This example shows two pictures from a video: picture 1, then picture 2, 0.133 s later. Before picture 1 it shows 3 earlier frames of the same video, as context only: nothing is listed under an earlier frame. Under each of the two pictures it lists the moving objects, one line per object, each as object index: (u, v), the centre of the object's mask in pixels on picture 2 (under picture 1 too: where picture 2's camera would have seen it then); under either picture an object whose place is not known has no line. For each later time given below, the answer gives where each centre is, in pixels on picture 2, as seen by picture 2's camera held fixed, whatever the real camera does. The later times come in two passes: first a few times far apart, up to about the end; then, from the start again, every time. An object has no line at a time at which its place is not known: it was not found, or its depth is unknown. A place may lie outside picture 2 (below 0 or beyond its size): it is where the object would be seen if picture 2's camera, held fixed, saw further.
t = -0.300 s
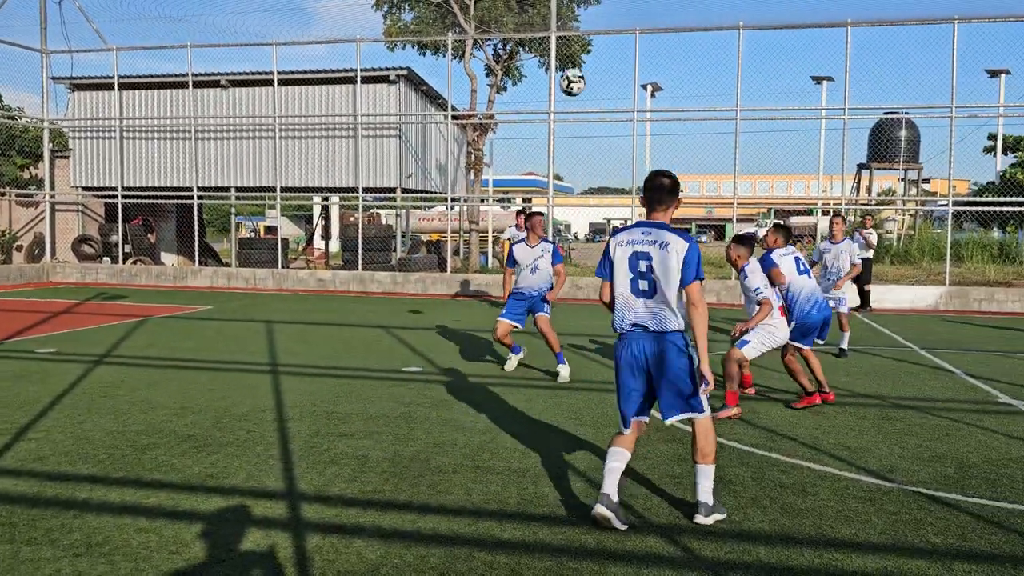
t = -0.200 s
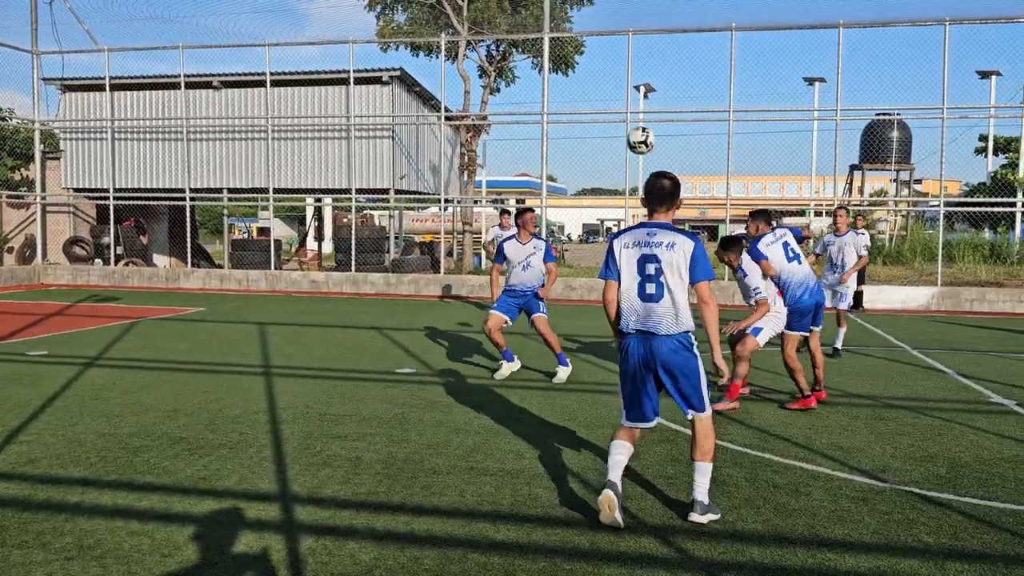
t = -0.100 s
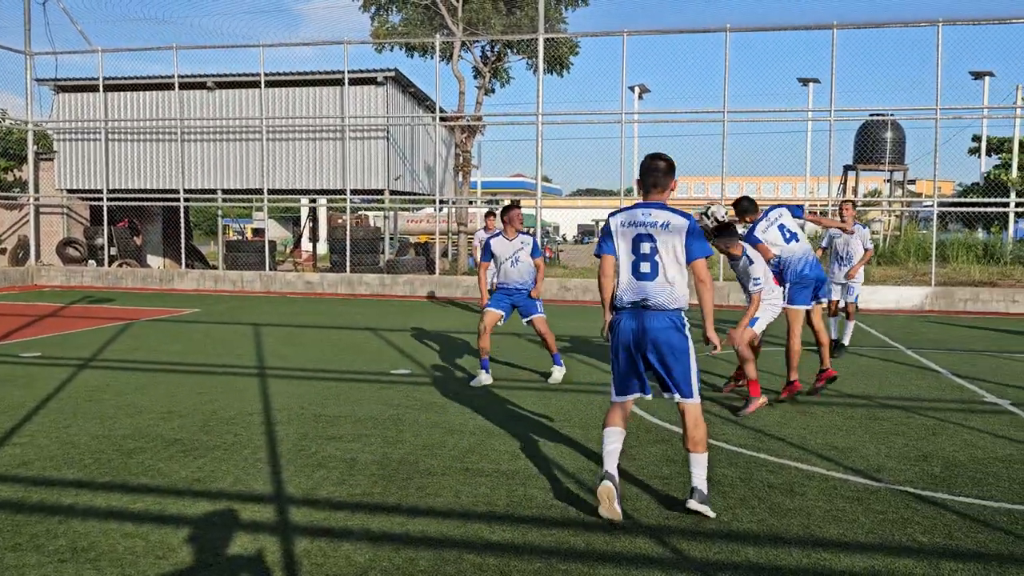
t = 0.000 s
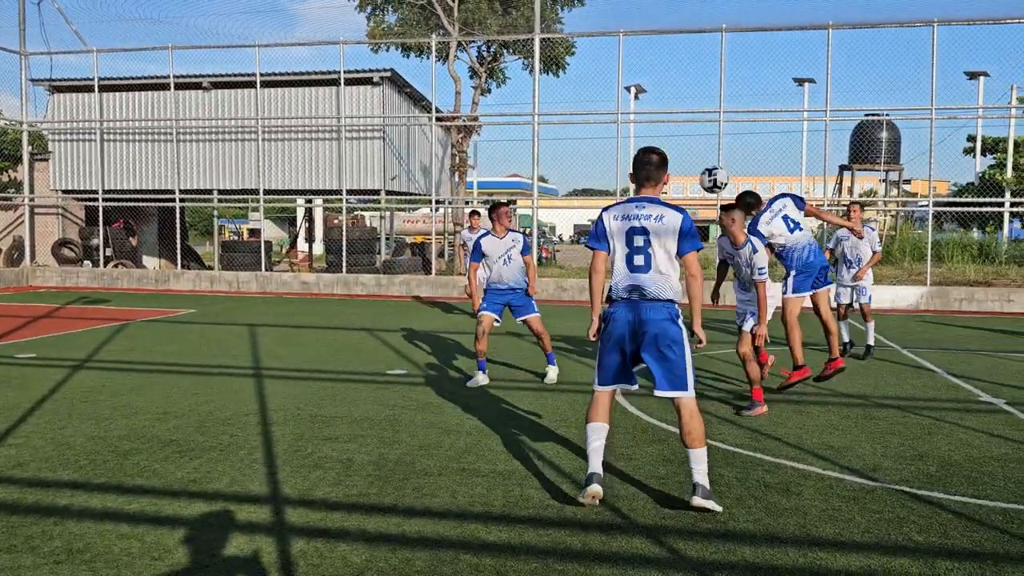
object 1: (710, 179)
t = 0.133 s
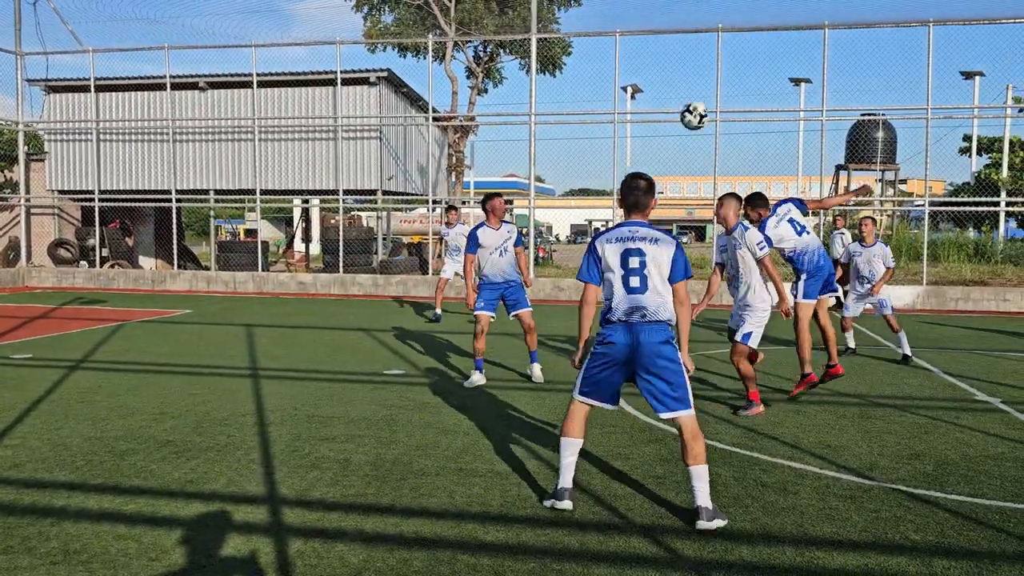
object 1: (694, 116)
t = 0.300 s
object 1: (673, 69)
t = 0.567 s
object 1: (639, 70)
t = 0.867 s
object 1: (601, 170)
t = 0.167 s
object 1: (690, 103)
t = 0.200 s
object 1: (686, 92)
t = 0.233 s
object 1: (681, 82)
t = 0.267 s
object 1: (677, 75)
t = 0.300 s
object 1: (673, 69)
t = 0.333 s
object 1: (669, 64)
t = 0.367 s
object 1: (664, 61)
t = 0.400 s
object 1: (660, 58)
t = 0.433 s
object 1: (656, 58)
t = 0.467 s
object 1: (652, 58)
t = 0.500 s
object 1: (648, 61)
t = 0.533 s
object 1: (643, 65)
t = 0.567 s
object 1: (639, 70)
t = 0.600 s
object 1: (635, 76)
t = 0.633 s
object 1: (631, 83)
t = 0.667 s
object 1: (626, 91)
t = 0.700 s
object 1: (623, 101)
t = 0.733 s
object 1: (618, 113)
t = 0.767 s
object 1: (613, 126)
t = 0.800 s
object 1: (609, 139)
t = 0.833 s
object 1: (605, 154)
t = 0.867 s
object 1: (601, 170)
